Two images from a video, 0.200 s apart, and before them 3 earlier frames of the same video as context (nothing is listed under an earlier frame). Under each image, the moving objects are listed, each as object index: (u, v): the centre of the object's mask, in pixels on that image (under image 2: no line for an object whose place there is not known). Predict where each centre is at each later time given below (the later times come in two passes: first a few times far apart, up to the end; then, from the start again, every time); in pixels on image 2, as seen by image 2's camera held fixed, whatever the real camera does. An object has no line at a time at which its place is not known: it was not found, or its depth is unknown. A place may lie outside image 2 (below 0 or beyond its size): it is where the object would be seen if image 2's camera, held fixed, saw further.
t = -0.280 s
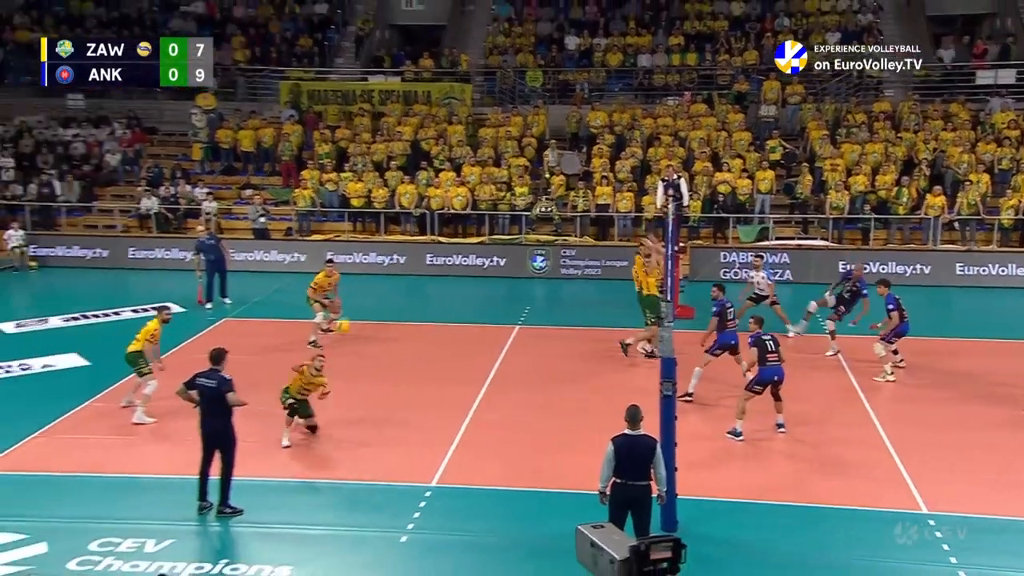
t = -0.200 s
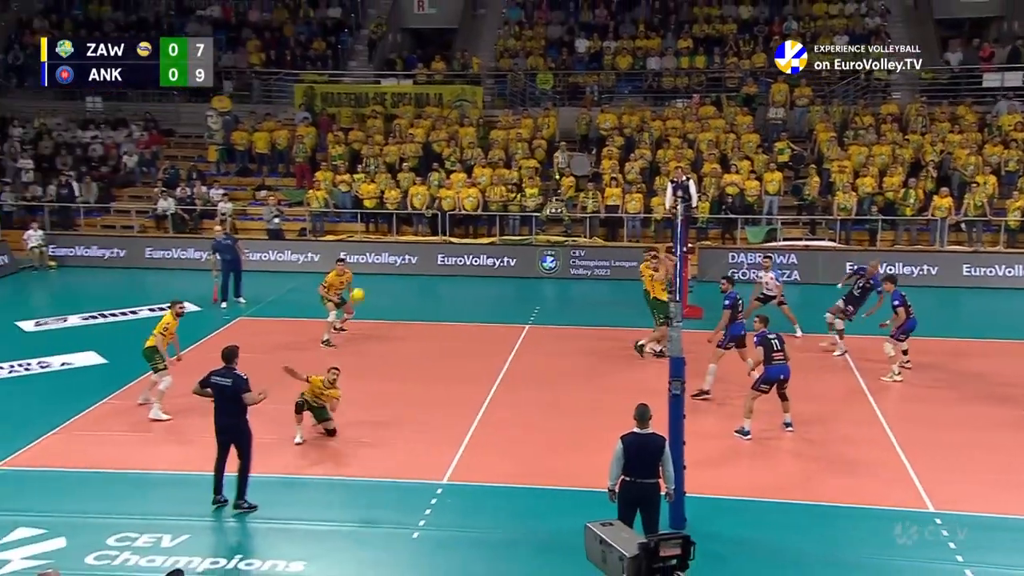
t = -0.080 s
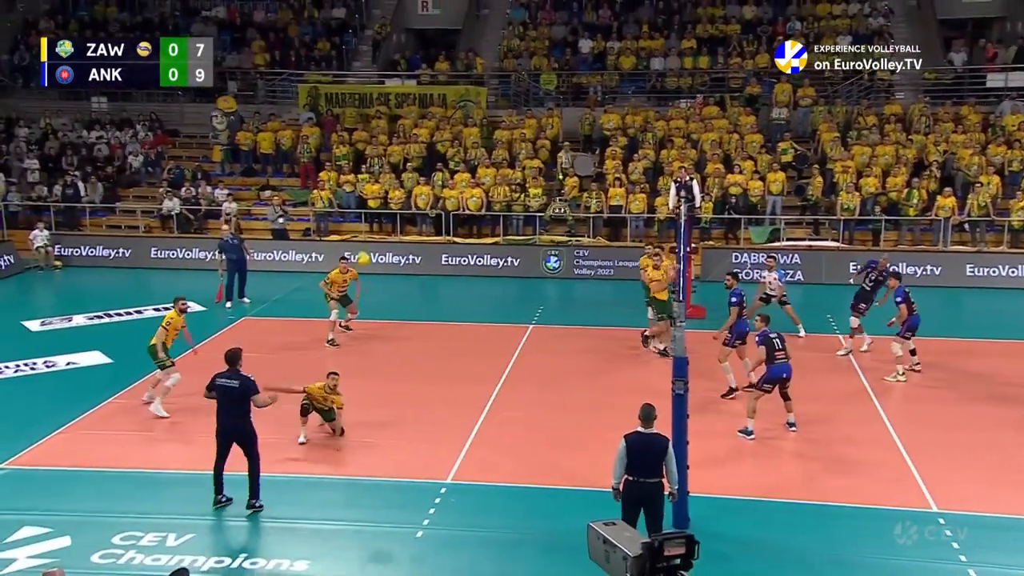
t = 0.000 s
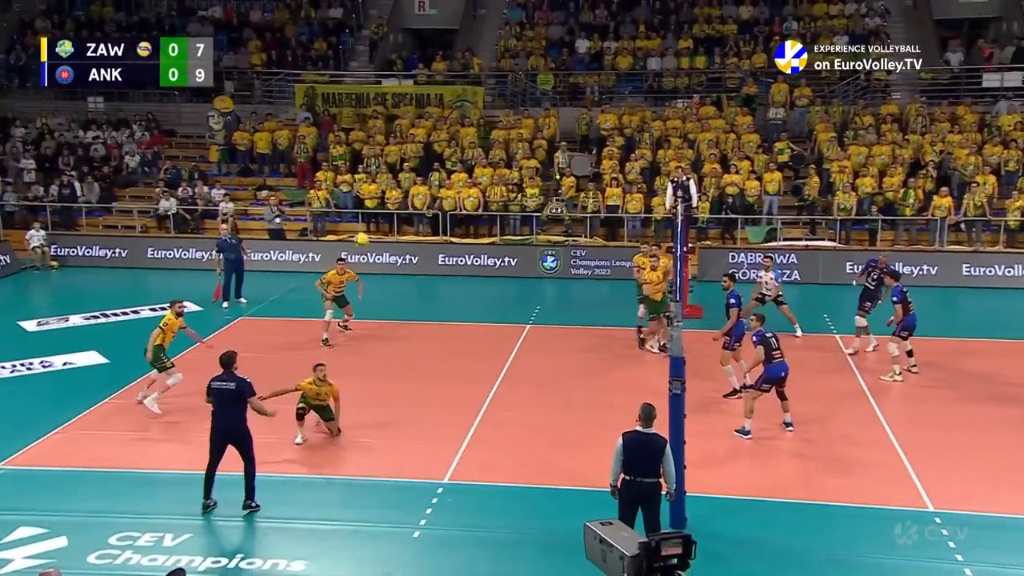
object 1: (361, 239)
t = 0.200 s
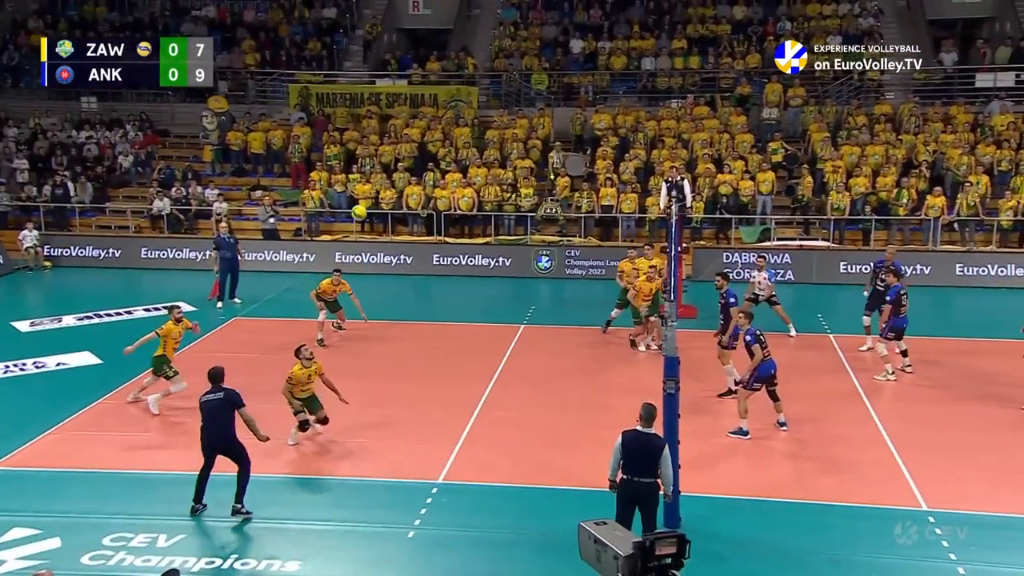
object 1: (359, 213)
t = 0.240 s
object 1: (359, 210)
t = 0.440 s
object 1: (363, 216)
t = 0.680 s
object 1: (369, 259)
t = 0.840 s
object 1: (374, 312)
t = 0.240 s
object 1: (359, 210)
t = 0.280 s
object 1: (360, 209)
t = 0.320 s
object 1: (360, 209)
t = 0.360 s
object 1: (361, 211)
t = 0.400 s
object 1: (363, 213)
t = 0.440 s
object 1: (363, 216)
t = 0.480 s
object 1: (365, 220)
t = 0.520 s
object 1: (365, 225)
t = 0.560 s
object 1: (366, 232)
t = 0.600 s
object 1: (367, 241)
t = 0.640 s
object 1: (368, 249)
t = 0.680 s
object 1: (369, 259)
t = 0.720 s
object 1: (370, 271)
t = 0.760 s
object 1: (372, 284)
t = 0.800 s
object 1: (373, 298)
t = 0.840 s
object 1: (374, 312)
